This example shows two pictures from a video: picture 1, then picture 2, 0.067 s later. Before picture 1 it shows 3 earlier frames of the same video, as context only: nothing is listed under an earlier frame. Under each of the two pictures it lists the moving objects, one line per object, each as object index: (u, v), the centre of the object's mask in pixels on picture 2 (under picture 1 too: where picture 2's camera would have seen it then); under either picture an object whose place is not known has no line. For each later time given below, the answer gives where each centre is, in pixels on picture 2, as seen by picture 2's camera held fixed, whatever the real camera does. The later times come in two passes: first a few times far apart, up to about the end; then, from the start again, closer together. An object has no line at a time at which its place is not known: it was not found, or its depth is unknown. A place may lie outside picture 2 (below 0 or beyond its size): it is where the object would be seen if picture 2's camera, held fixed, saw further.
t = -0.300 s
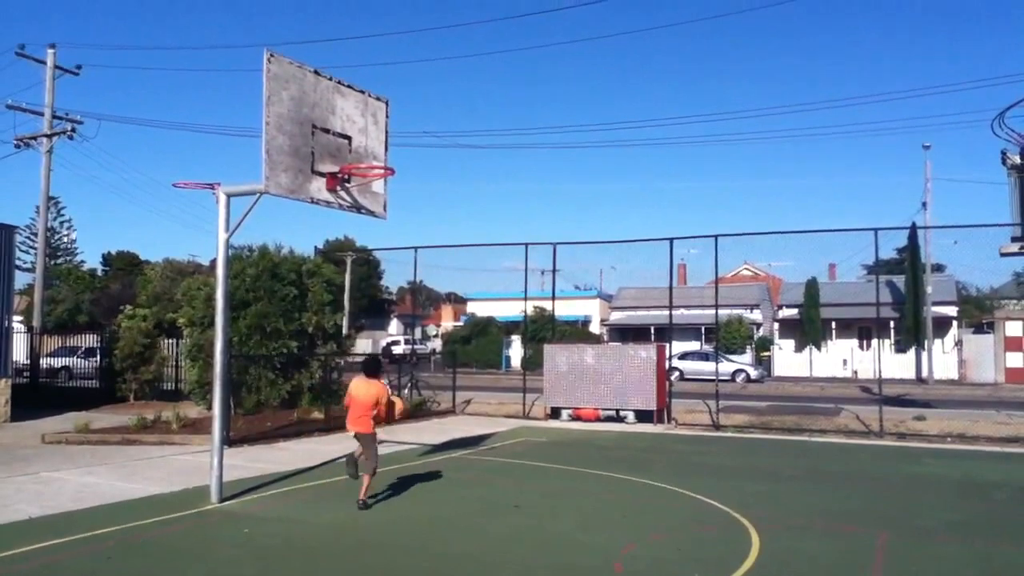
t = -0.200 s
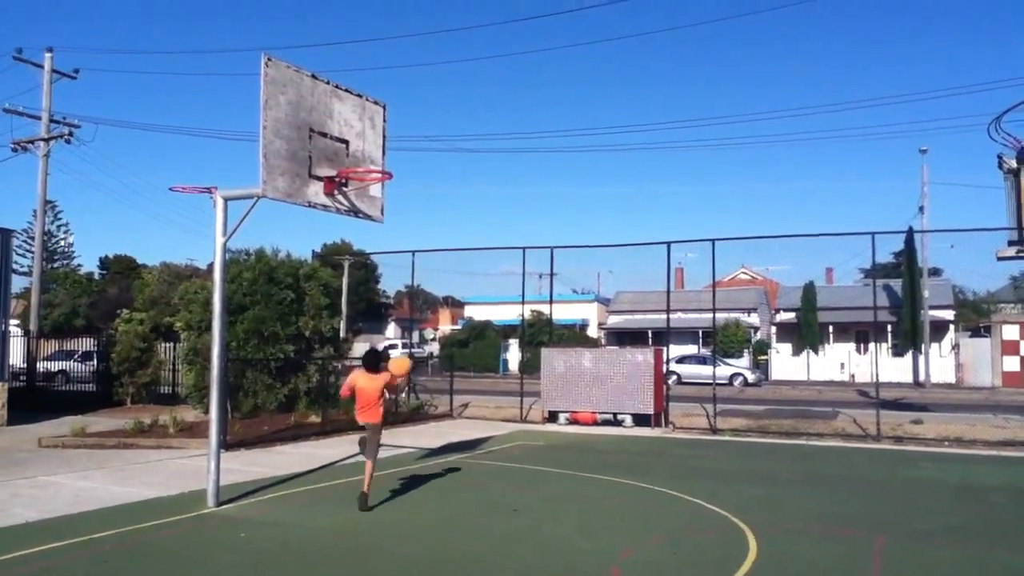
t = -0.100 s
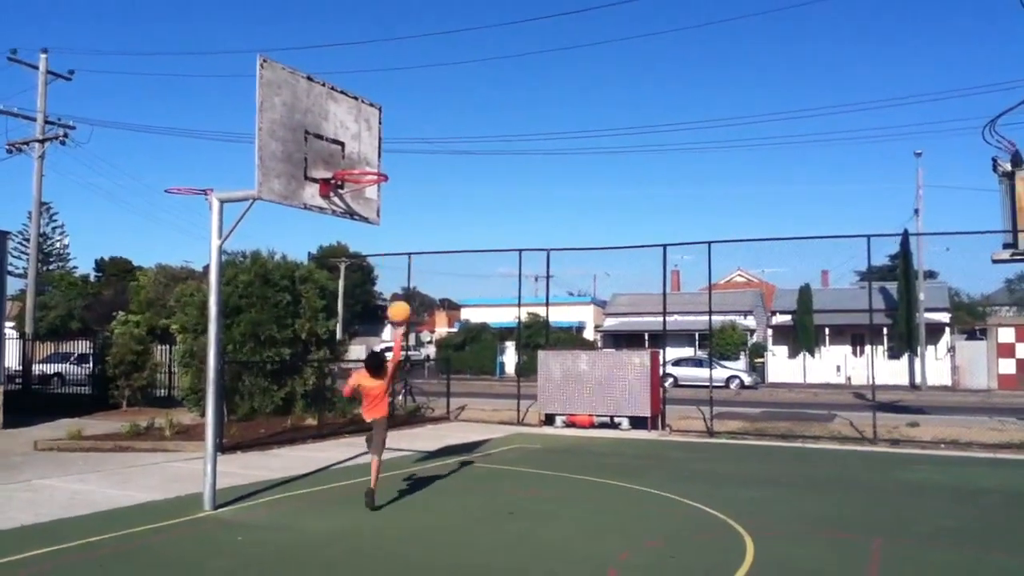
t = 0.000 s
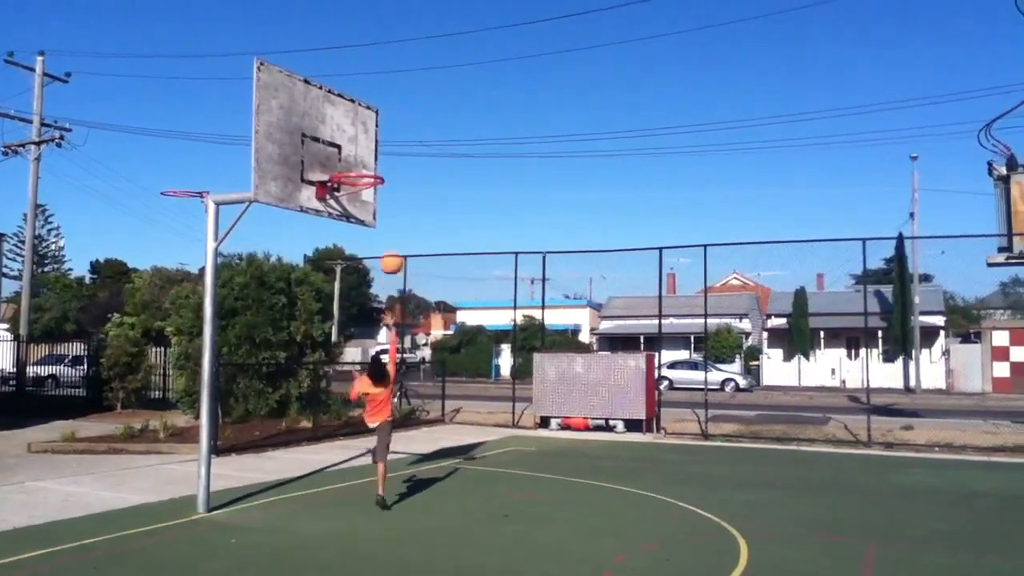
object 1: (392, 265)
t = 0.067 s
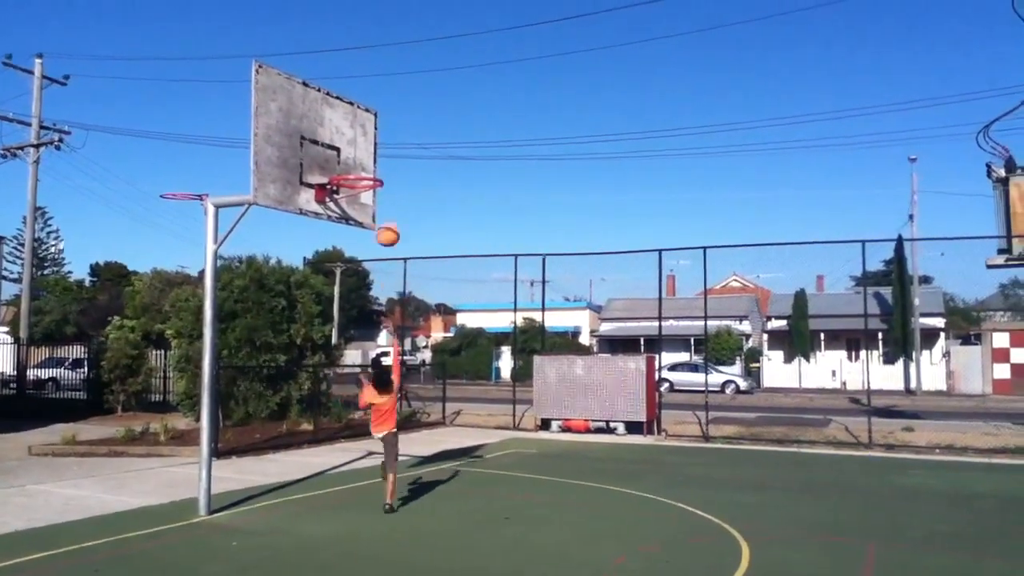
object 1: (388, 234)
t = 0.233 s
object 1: (382, 174)
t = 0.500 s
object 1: (367, 137)
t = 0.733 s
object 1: (353, 160)
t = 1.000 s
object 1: (336, 263)
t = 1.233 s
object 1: (315, 435)
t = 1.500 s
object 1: (313, 421)
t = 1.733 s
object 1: (324, 319)
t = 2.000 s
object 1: (334, 280)
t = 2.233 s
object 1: (339, 312)
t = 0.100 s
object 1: (385, 221)
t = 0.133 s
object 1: (384, 208)
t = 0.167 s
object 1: (383, 197)
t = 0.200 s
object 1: (384, 188)
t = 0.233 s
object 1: (382, 174)
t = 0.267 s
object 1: (379, 168)
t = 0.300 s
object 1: (376, 160)
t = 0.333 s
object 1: (376, 154)
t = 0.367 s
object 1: (375, 148)
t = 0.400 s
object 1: (372, 143)
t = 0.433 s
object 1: (370, 140)
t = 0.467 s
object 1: (369, 138)
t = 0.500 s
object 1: (367, 137)
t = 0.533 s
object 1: (365, 137)
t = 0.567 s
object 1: (363, 137)
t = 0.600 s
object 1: (362, 138)
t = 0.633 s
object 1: (360, 141)
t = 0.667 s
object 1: (358, 146)
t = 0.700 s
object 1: (356, 152)
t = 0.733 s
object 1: (353, 160)
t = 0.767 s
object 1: (350, 166)
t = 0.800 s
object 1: (348, 175)
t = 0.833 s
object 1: (347, 188)
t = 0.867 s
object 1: (345, 202)
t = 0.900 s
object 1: (343, 214)
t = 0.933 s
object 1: (340, 229)
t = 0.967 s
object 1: (338, 245)
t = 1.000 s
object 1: (336, 263)
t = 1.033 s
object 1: (332, 282)
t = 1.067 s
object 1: (330, 304)
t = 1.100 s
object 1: (328, 327)
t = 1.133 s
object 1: (325, 351)
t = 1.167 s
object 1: (321, 378)
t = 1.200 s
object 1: (318, 406)
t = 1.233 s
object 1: (315, 435)
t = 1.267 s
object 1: (313, 468)
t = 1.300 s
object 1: (308, 501)
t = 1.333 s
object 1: (305, 534)
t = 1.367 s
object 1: (306, 509)
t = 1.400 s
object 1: (308, 486)
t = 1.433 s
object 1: (311, 464)
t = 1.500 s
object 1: (313, 421)
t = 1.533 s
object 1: (315, 403)
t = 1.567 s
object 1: (316, 385)
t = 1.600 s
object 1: (318, 369)
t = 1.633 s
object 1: (319, 355)
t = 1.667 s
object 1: (321, 341)
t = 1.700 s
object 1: (322, 330)
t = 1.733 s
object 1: (324, 319)
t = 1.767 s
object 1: (325, 310)
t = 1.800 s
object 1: (326, 302)
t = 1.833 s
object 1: (328, 295)
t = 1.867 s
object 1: (329, 289)
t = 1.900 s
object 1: (330, 285)
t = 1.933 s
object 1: (331, 282)
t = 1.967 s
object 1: (333, 280)
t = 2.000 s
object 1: (334, 280)
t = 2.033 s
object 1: (335, 281)
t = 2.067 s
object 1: (335, 283)
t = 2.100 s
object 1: (336, 286)
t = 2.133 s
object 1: (337, 291)
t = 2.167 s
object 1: (338, 297)
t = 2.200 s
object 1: (338, 303)
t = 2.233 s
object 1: (339, 312)
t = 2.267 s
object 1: (340, 322)
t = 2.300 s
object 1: (340, 334)
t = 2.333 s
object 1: (341, 347)
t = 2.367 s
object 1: (342, 360)
